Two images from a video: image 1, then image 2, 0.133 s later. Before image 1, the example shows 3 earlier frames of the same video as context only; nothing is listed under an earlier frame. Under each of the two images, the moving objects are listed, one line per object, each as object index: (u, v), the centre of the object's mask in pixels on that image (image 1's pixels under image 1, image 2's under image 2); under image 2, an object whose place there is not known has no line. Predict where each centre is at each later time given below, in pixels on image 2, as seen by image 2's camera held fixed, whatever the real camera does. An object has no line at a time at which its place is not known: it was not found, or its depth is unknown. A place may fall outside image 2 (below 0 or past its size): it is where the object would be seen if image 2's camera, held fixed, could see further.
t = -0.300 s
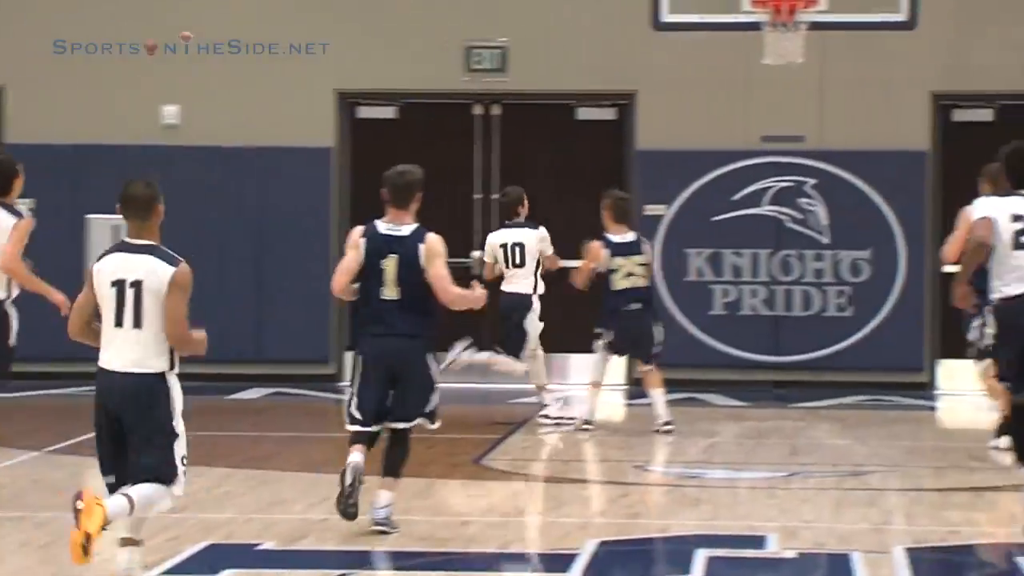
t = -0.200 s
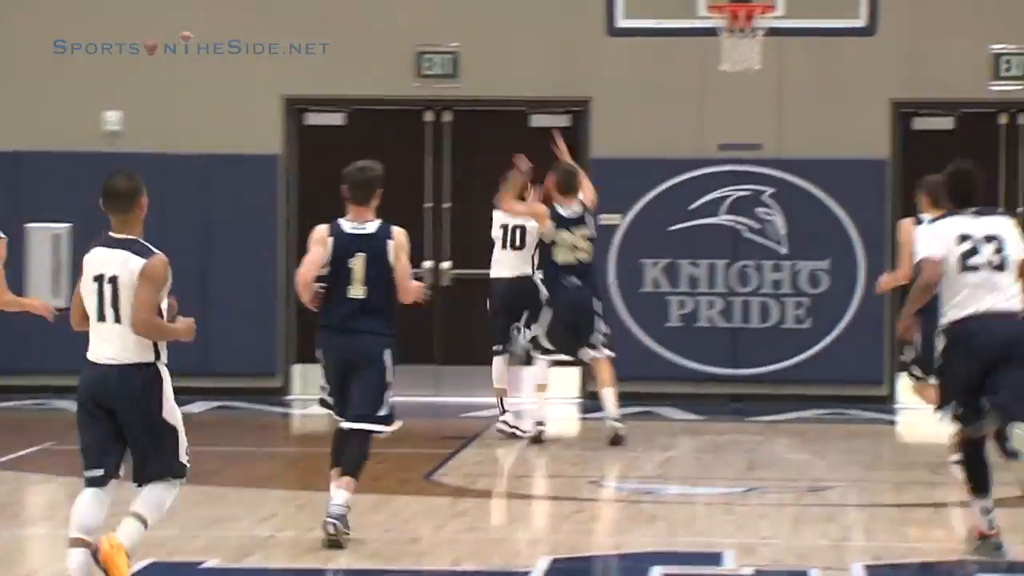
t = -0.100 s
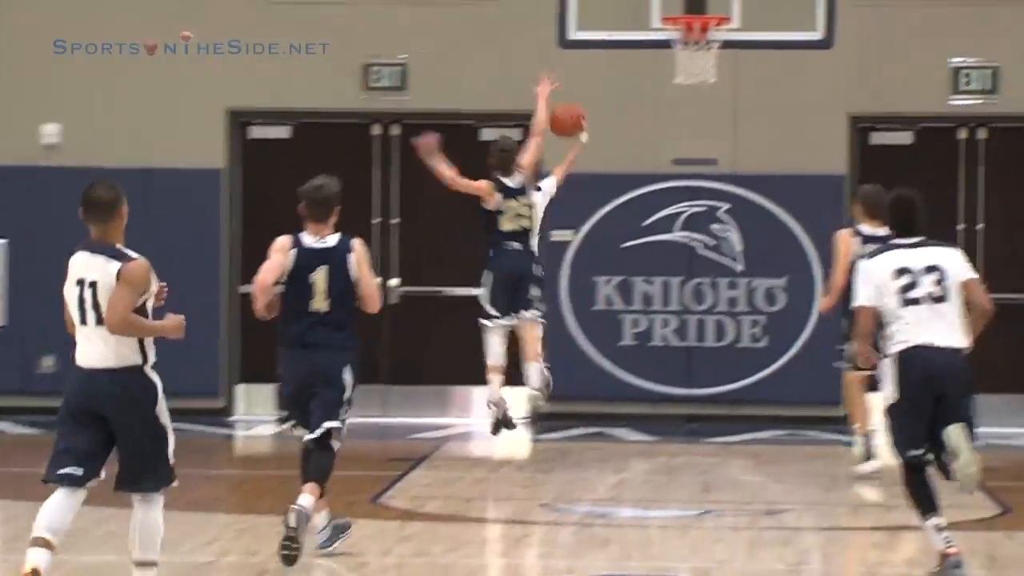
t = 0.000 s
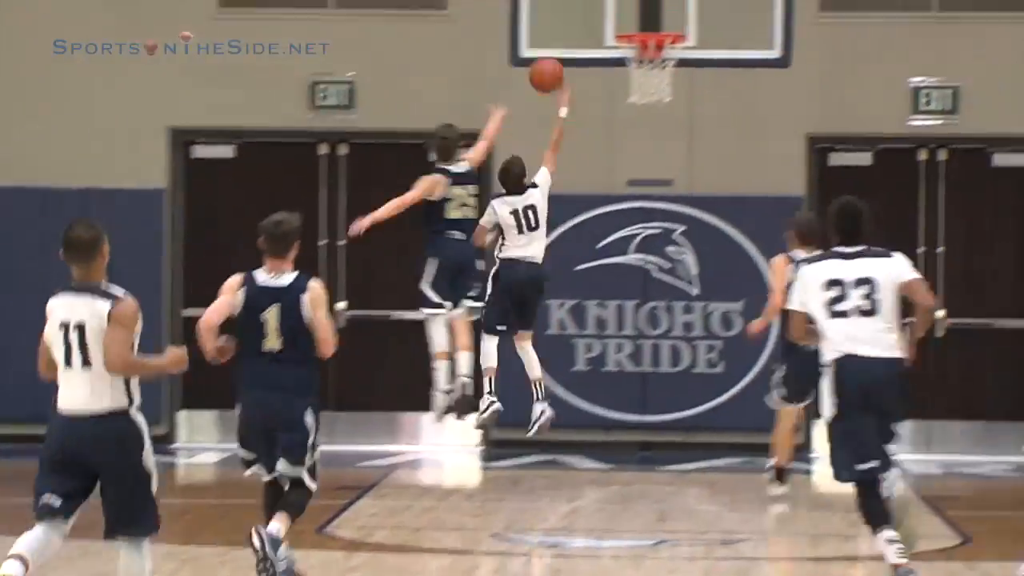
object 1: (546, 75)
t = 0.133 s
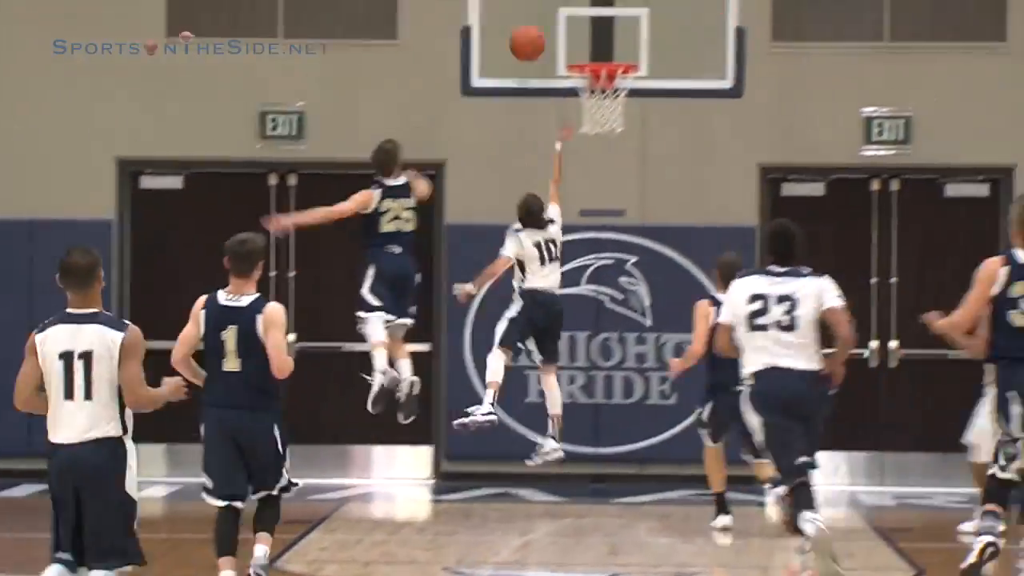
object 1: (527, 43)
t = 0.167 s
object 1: (535, 31)
